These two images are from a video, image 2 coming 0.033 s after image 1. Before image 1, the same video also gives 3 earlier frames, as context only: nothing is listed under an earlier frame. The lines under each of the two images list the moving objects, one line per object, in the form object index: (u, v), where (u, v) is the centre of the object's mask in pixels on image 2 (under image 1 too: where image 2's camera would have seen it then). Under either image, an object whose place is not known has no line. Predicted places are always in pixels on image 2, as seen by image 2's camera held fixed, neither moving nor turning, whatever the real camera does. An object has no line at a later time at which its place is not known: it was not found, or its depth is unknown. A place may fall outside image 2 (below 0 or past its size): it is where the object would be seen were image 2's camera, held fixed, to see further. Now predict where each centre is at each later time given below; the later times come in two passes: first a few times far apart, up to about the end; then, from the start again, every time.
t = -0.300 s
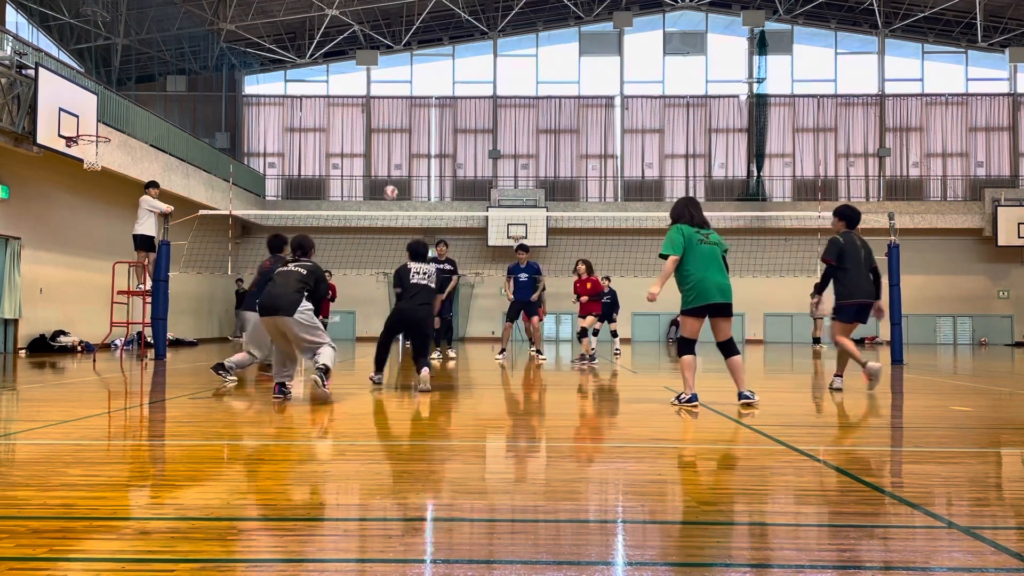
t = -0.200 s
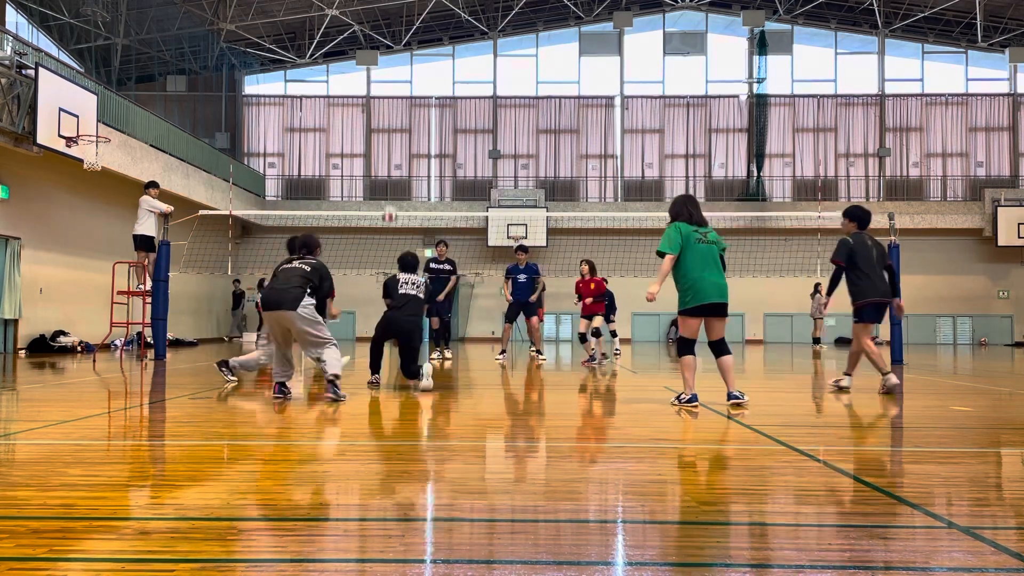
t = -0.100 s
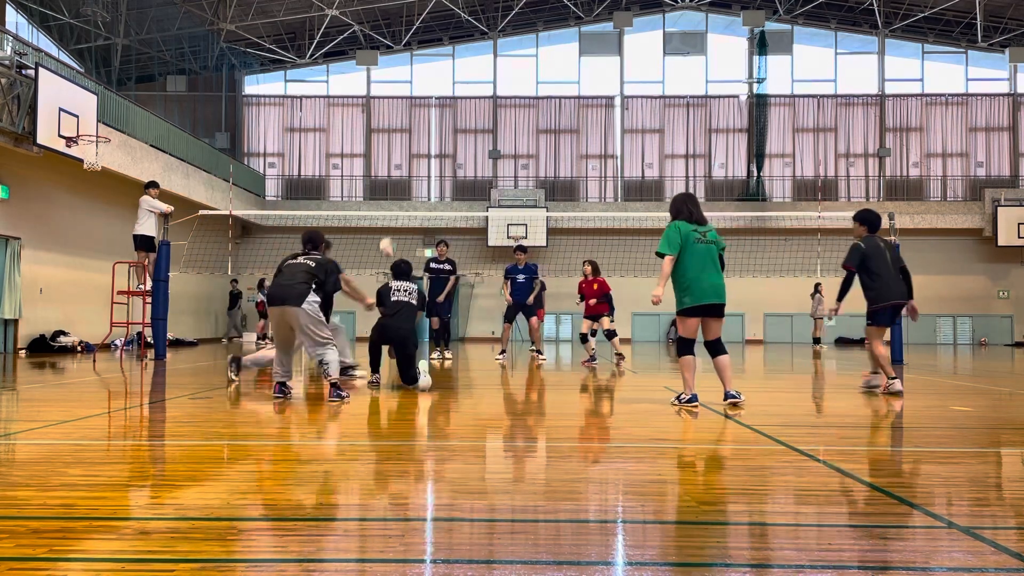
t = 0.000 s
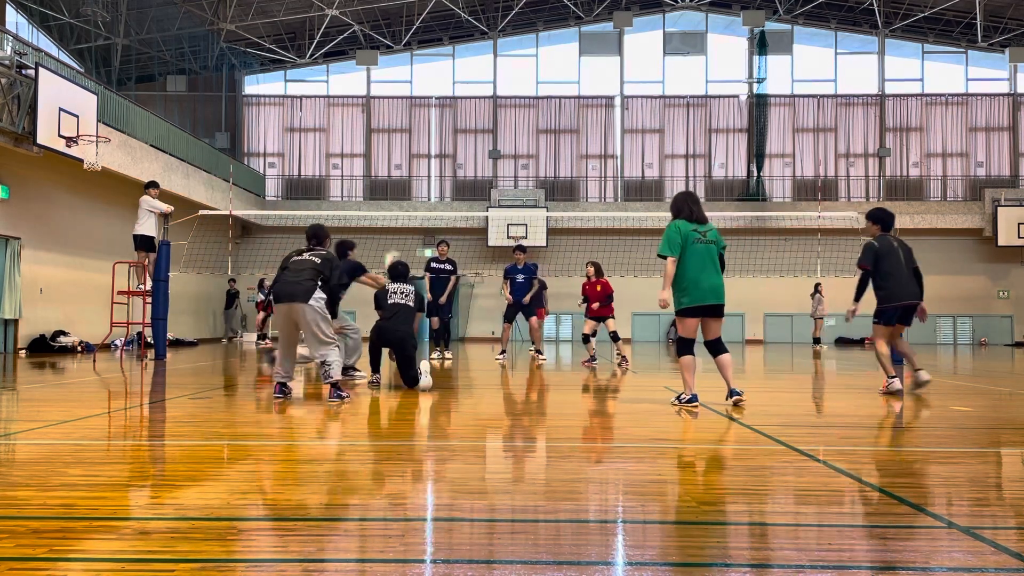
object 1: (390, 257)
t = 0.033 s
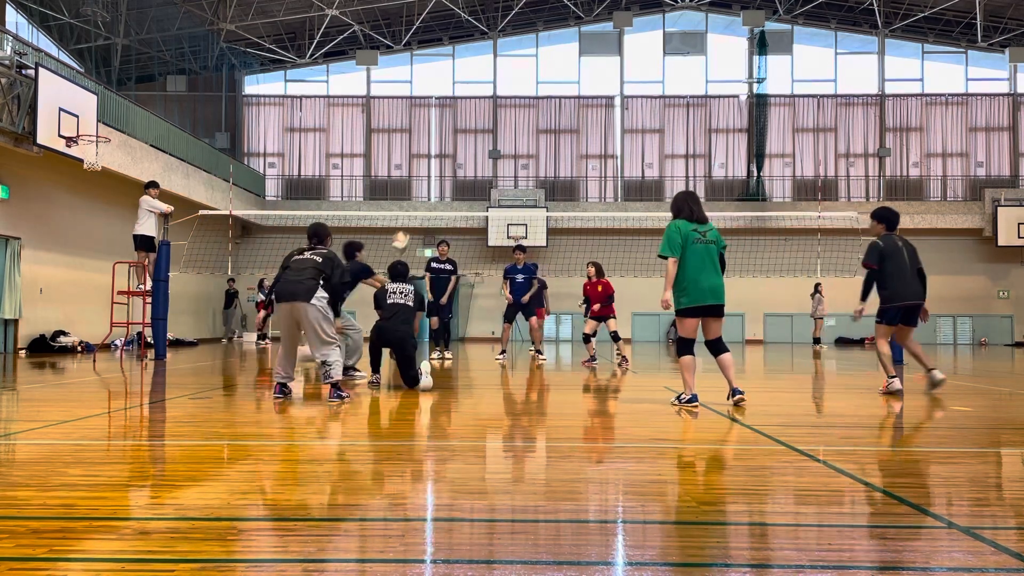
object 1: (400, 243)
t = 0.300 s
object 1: (464, 126)
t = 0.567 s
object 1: (523, 76)
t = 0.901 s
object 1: (592, 98)
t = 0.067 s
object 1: (408, 226)
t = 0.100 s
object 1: (417, 206)
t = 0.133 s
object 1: (424, 193)
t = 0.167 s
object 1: (433, 175)
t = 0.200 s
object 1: (441, 162)
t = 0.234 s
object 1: (448, 149)
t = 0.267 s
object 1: (457, 138)
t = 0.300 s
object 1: (464, 126)
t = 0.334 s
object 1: (472, 117)
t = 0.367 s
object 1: (480, 108)
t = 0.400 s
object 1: (486, 101)
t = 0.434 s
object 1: (494, 94)
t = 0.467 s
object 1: (501, 89)
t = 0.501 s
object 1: (508, 83)
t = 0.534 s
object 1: (516, 78)
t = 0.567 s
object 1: (523, 76)
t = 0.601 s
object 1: (530, 74)
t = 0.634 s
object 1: (537, 73)
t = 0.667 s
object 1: (544, 73)
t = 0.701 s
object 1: (551, 74)
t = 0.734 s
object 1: (558, 75)
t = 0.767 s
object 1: (565, 78)
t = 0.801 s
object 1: (571, 81)
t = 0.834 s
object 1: (578, 85)
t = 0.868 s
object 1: (586, 90)
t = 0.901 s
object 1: (592, 98)
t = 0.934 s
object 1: (598, 104)
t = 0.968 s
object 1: (605, 111)
